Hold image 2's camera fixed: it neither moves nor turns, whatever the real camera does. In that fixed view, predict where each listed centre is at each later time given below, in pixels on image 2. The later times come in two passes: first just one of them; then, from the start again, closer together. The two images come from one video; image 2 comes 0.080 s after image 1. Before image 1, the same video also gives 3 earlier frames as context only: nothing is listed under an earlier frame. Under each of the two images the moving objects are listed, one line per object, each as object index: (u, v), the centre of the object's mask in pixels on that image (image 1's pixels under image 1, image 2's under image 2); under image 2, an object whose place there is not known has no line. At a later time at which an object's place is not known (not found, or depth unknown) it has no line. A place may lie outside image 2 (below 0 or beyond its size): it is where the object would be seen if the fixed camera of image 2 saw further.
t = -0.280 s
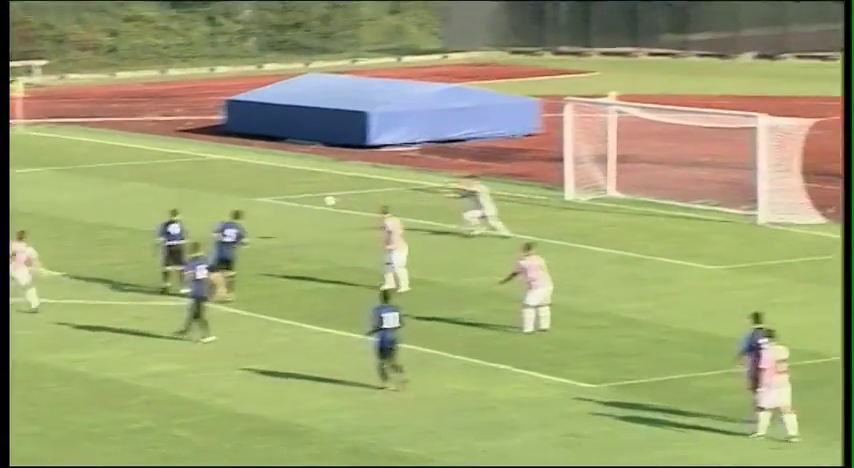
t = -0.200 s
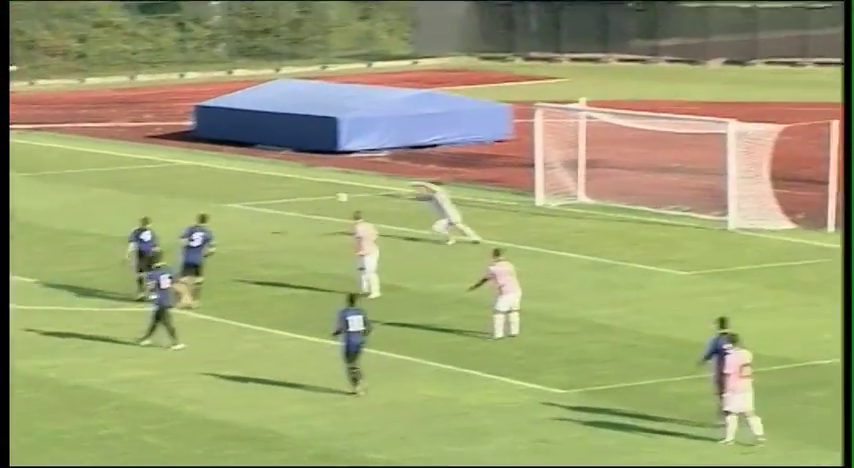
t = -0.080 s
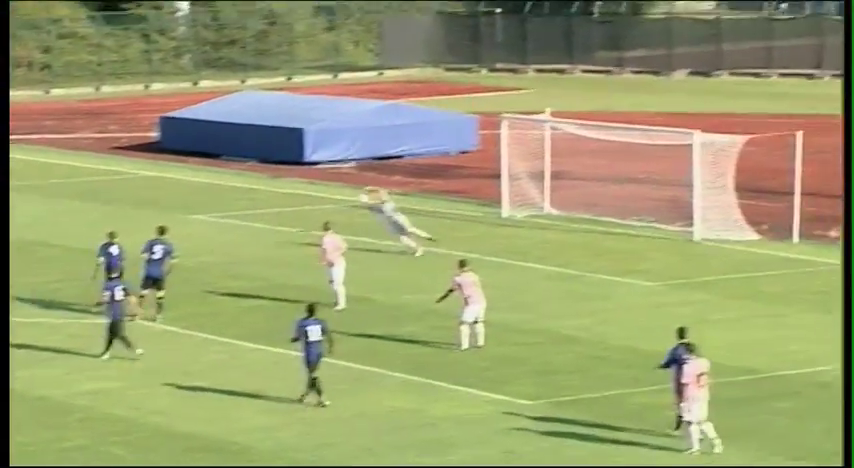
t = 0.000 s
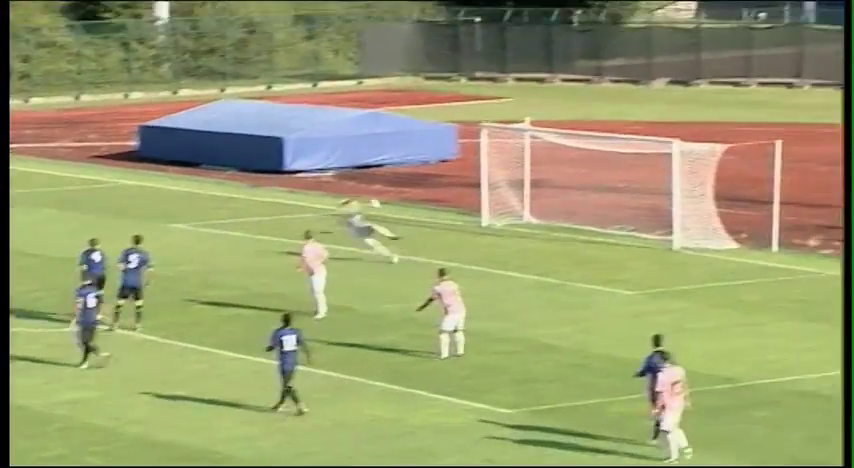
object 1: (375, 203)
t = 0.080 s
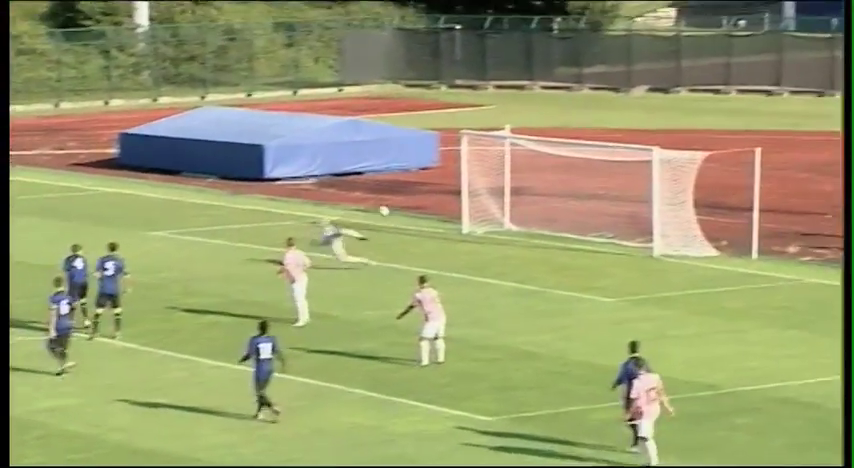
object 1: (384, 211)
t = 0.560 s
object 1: (482, 168)
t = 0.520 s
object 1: (478, 173)
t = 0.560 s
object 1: (482, 168)
